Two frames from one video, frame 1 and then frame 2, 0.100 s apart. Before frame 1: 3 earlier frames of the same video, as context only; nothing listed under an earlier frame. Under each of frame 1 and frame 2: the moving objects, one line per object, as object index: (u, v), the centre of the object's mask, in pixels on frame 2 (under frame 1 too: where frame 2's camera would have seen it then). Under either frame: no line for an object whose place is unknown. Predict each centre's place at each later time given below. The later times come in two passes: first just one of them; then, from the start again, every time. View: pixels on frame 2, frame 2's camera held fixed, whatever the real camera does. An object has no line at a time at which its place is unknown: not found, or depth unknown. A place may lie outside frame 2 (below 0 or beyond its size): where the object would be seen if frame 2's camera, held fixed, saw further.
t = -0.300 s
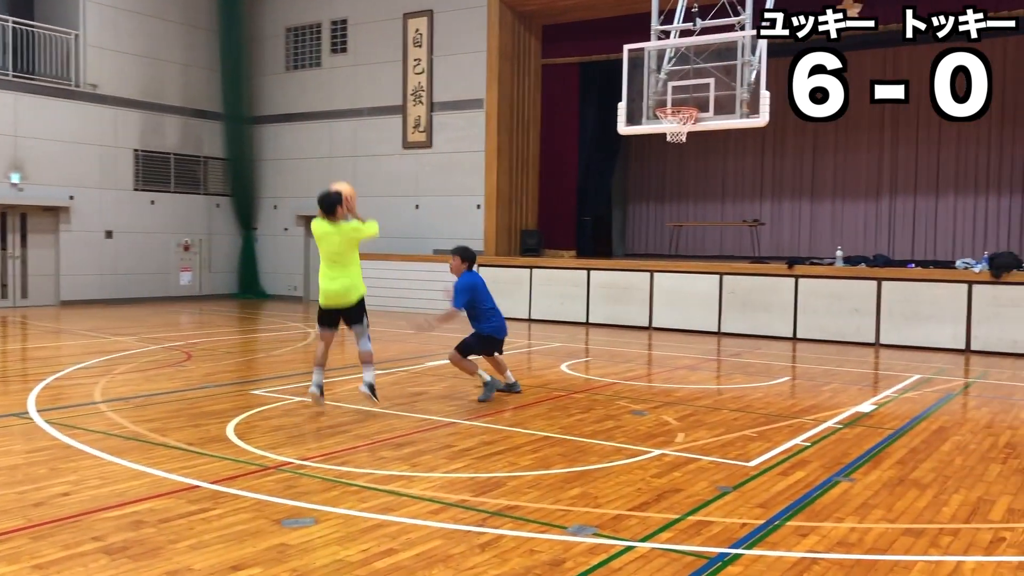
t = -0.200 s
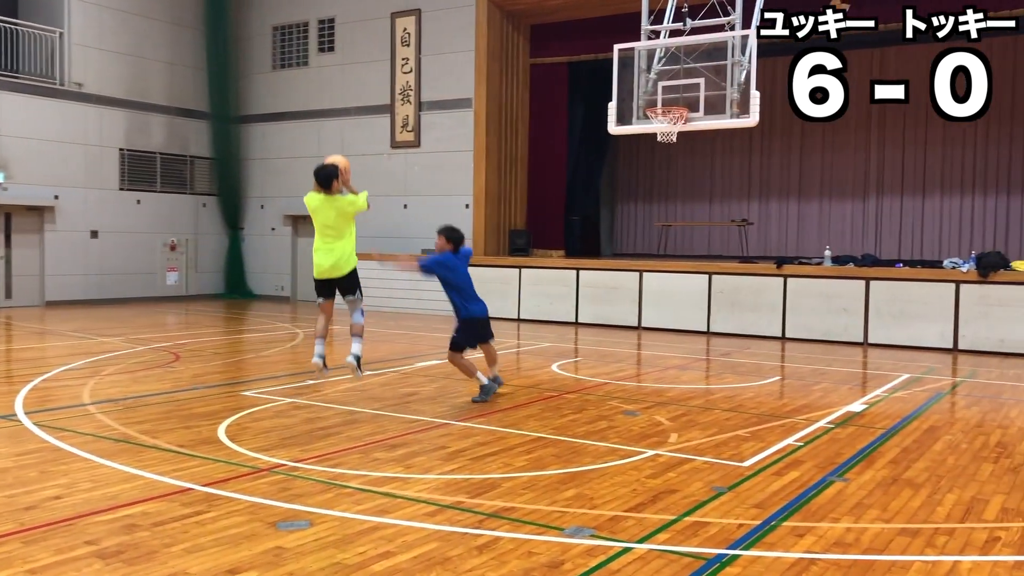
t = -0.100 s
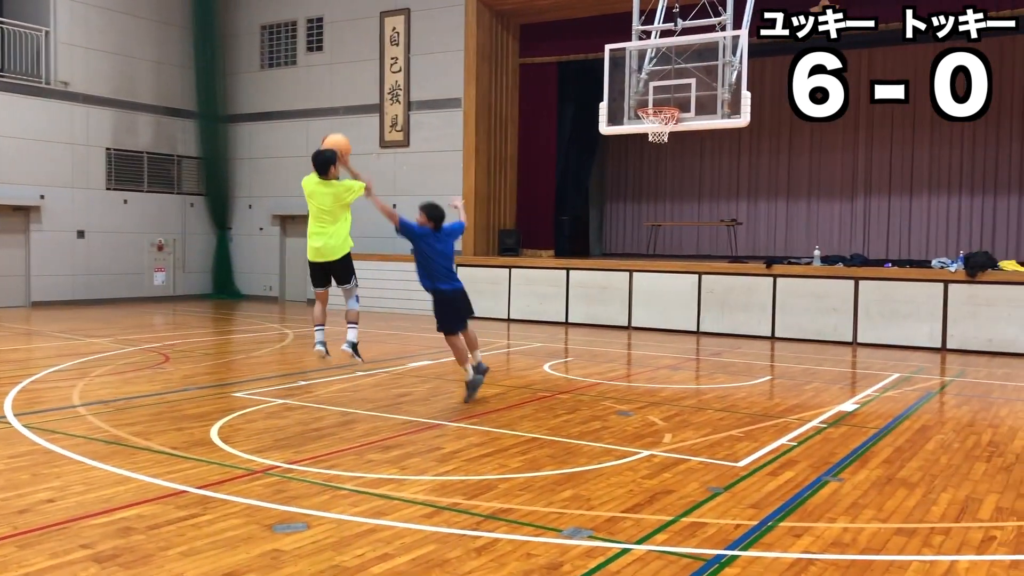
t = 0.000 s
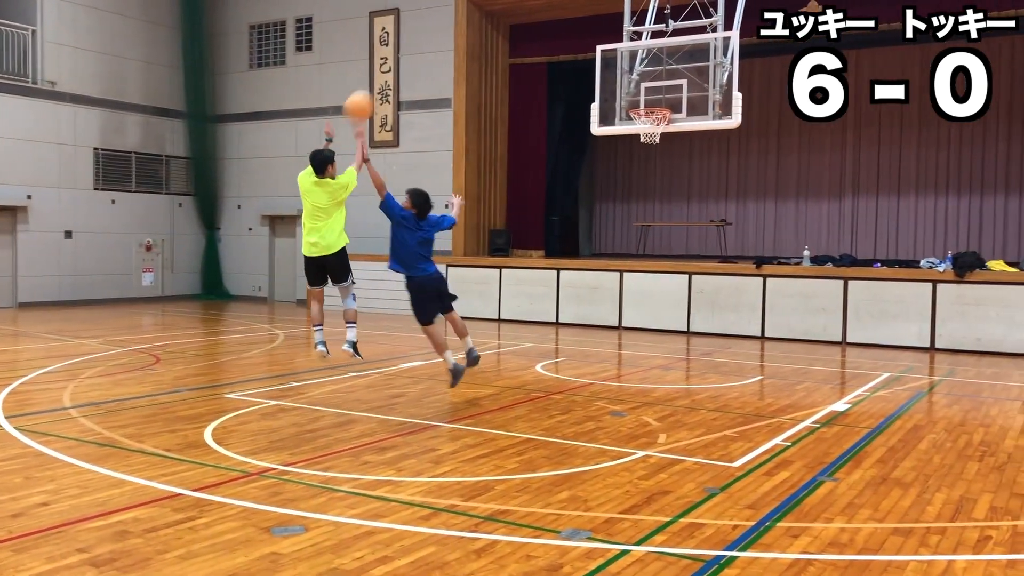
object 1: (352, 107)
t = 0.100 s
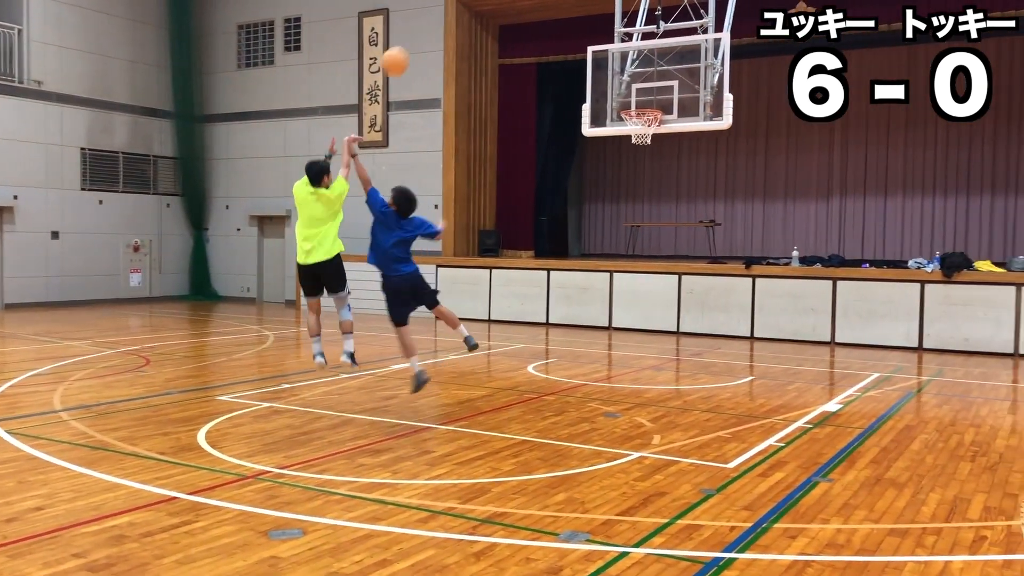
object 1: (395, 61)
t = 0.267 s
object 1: (460, 15)
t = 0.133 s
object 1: (409, 49)
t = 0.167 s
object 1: (422, 39)
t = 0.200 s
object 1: (435, 29)
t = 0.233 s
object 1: (448, 22)
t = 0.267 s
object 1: (460, 15)
